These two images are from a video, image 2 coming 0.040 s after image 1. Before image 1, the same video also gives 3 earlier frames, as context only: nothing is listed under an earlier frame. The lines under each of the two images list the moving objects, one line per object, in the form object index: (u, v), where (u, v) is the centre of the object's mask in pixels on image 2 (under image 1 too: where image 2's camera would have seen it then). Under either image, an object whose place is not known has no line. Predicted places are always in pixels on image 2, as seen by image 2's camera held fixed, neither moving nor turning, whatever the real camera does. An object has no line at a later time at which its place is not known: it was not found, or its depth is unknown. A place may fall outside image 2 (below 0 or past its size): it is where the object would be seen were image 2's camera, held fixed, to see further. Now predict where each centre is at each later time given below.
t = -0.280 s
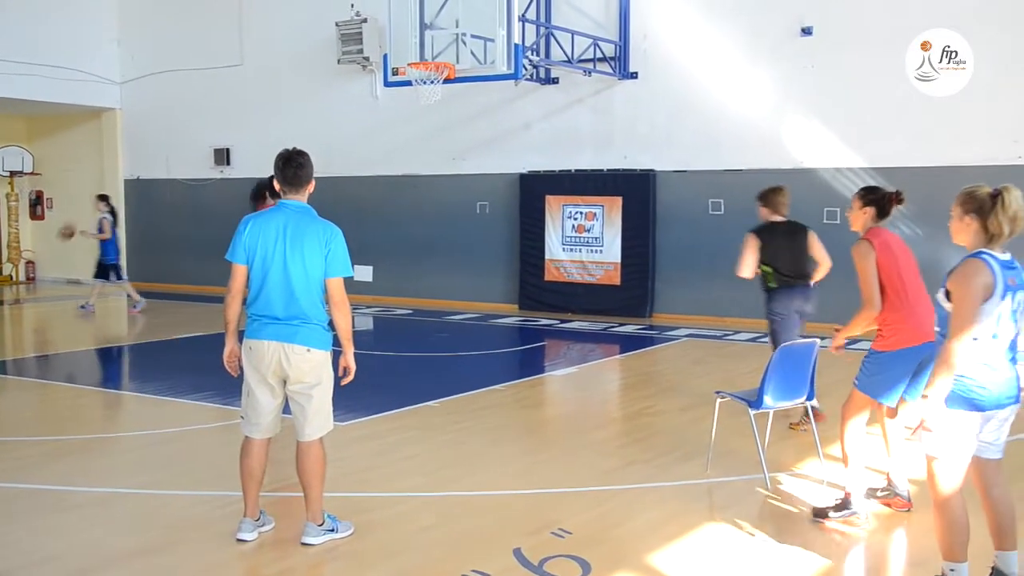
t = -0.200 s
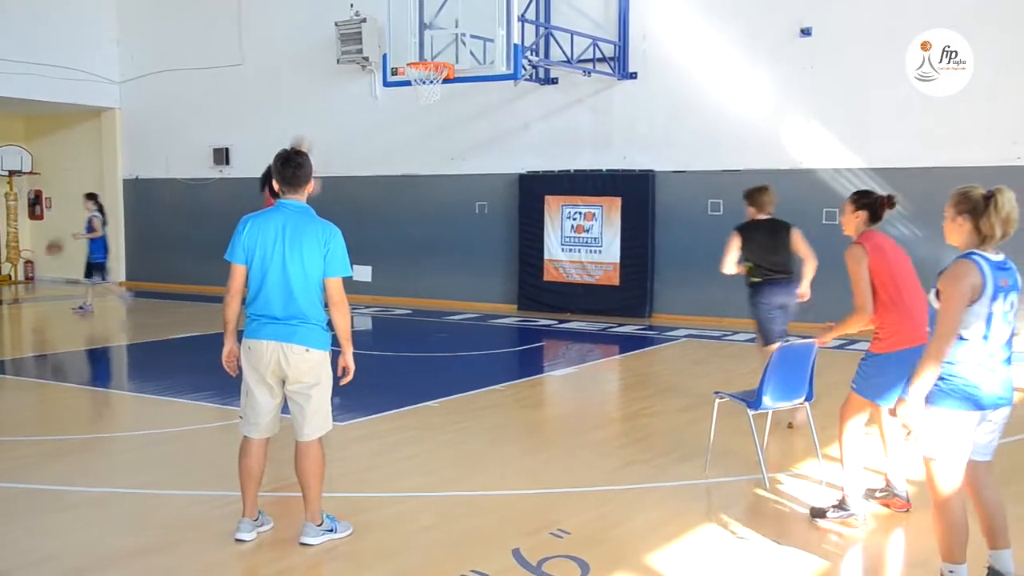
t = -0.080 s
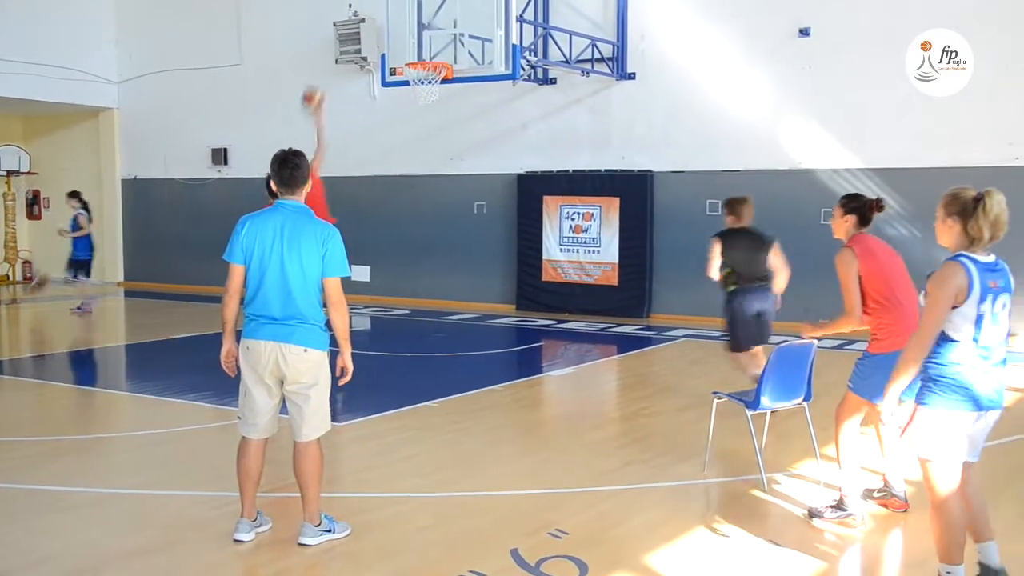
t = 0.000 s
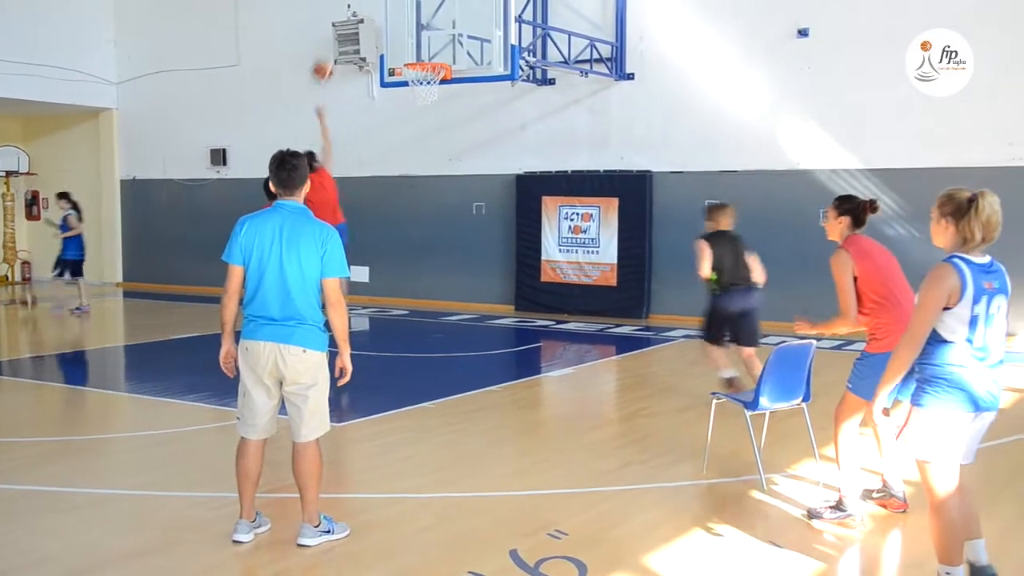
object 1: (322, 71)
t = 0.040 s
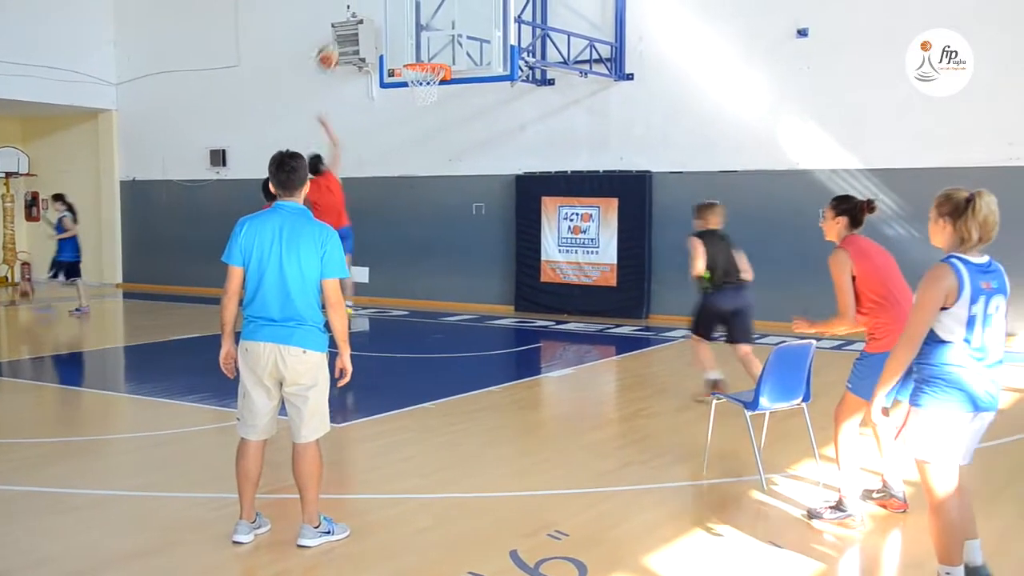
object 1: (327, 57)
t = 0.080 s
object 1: (333, 46)
